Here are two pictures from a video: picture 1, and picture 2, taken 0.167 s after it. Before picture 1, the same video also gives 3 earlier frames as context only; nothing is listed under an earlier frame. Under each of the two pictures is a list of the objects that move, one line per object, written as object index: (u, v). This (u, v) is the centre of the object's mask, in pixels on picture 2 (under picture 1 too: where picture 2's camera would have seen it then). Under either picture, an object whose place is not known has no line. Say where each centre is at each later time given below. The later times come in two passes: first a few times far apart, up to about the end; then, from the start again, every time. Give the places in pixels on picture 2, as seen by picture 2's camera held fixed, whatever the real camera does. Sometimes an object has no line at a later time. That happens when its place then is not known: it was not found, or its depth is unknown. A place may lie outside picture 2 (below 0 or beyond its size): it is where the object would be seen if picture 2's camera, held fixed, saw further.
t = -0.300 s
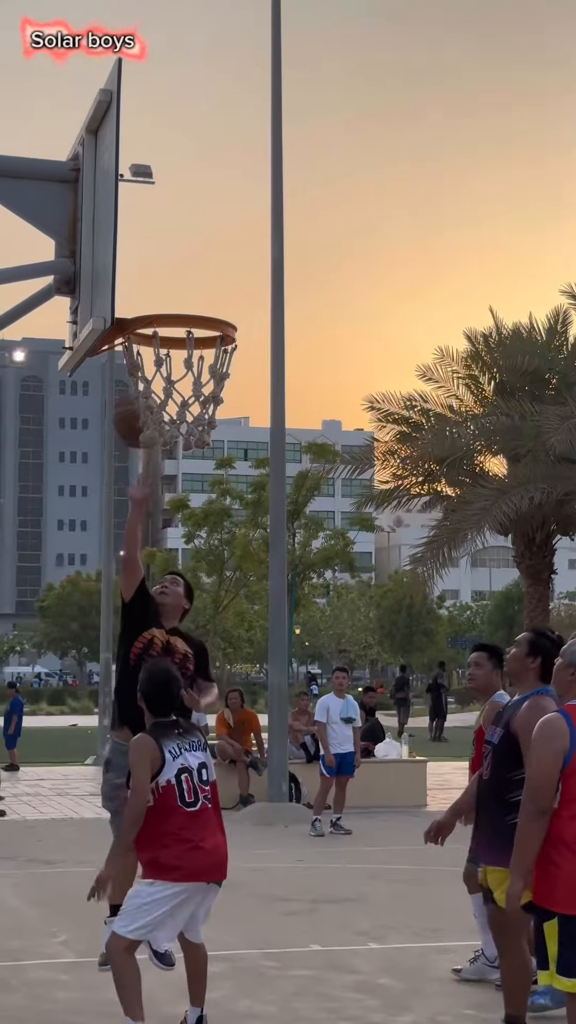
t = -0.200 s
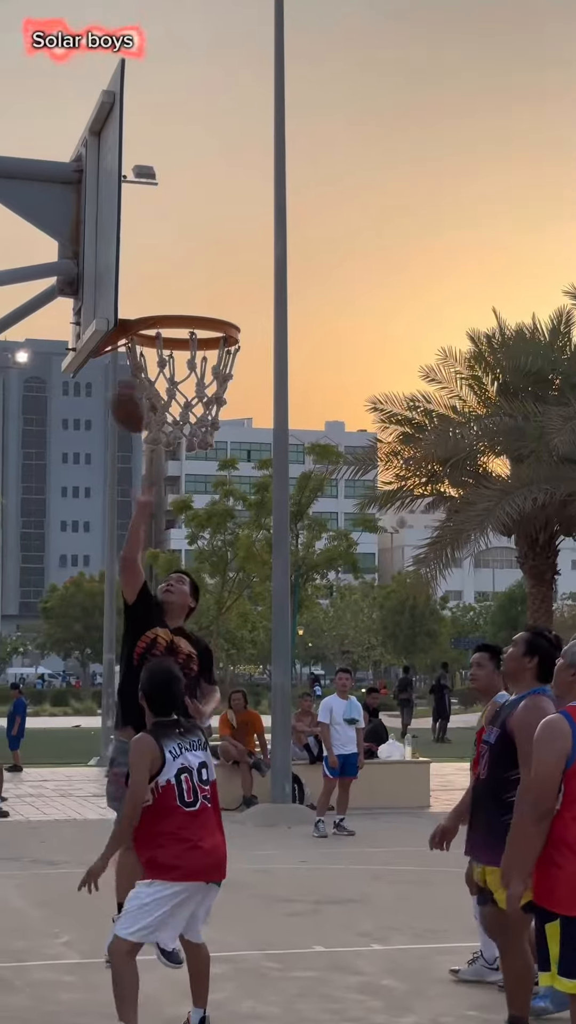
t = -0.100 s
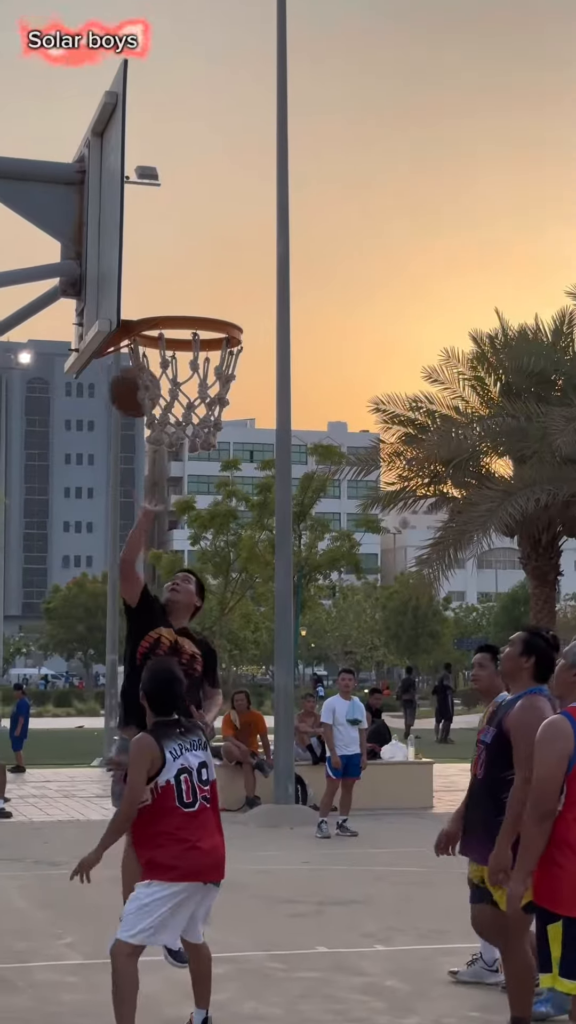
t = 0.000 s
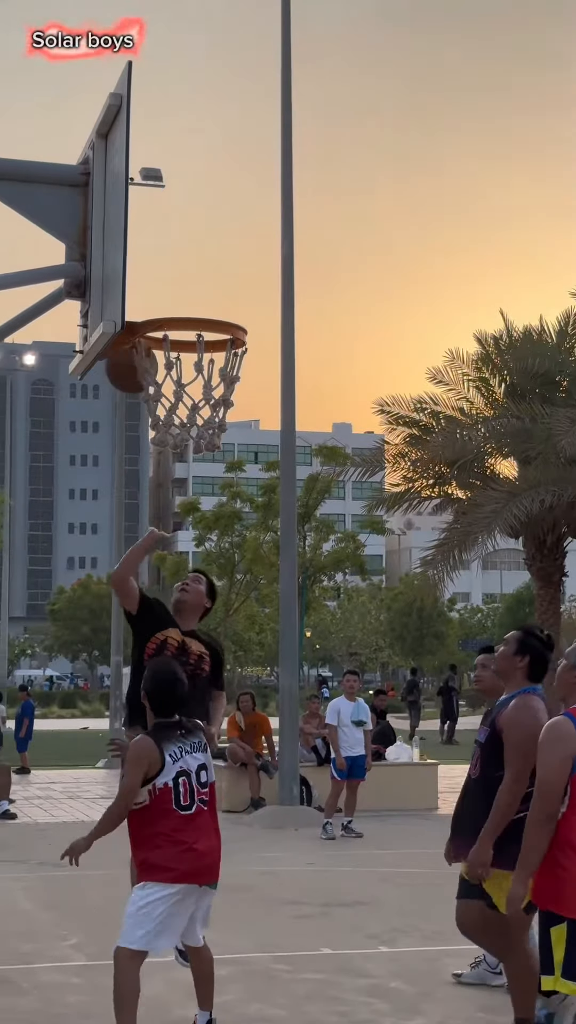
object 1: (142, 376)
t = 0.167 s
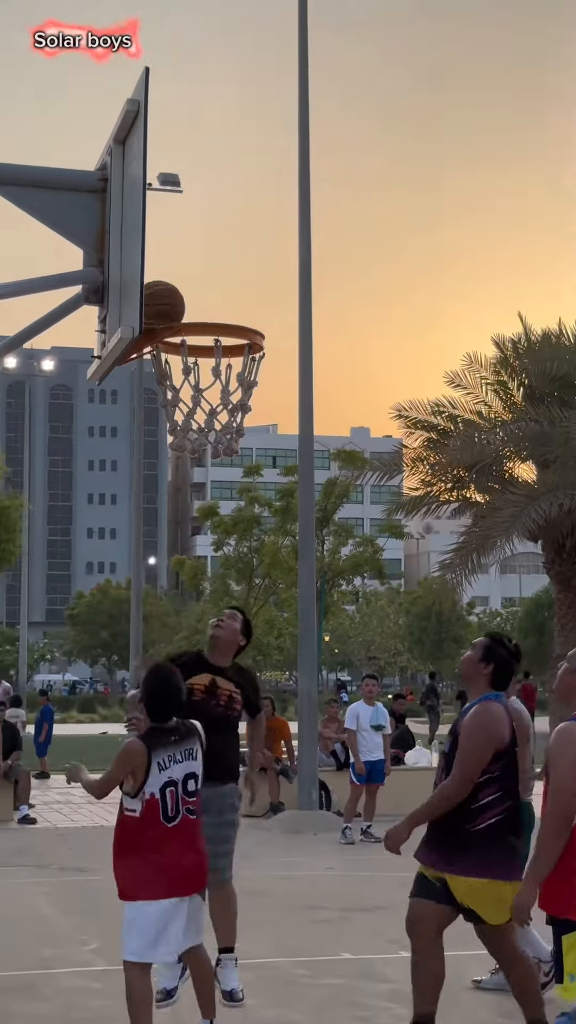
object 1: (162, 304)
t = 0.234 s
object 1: (177, 304)
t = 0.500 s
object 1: (237, 386)
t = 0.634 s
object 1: (227, 432)
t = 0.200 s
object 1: (168, 304)
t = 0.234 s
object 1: (177, 304)
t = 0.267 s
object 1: (187, 305)
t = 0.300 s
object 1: (197, 308)
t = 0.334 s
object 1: (207, 321)
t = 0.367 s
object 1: (216, 338)
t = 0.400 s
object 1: (223, 355)
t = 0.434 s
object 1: (234, 363)
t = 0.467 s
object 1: (232, 372)
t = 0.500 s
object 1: (237, 386)
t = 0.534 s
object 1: (234, 395)
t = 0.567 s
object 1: (235, 404)
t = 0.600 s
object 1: (232, 417)
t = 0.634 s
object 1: (227, 432)
